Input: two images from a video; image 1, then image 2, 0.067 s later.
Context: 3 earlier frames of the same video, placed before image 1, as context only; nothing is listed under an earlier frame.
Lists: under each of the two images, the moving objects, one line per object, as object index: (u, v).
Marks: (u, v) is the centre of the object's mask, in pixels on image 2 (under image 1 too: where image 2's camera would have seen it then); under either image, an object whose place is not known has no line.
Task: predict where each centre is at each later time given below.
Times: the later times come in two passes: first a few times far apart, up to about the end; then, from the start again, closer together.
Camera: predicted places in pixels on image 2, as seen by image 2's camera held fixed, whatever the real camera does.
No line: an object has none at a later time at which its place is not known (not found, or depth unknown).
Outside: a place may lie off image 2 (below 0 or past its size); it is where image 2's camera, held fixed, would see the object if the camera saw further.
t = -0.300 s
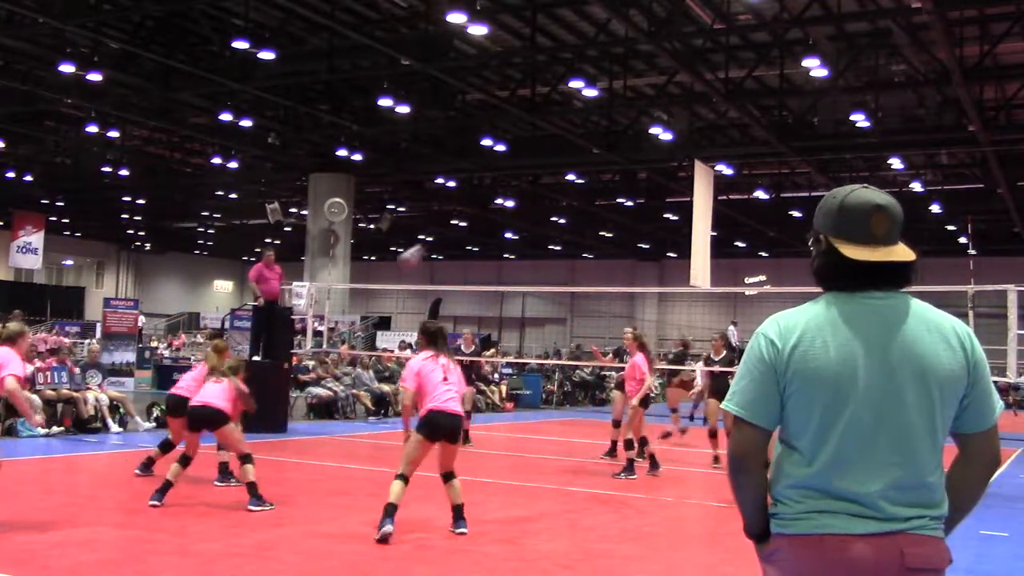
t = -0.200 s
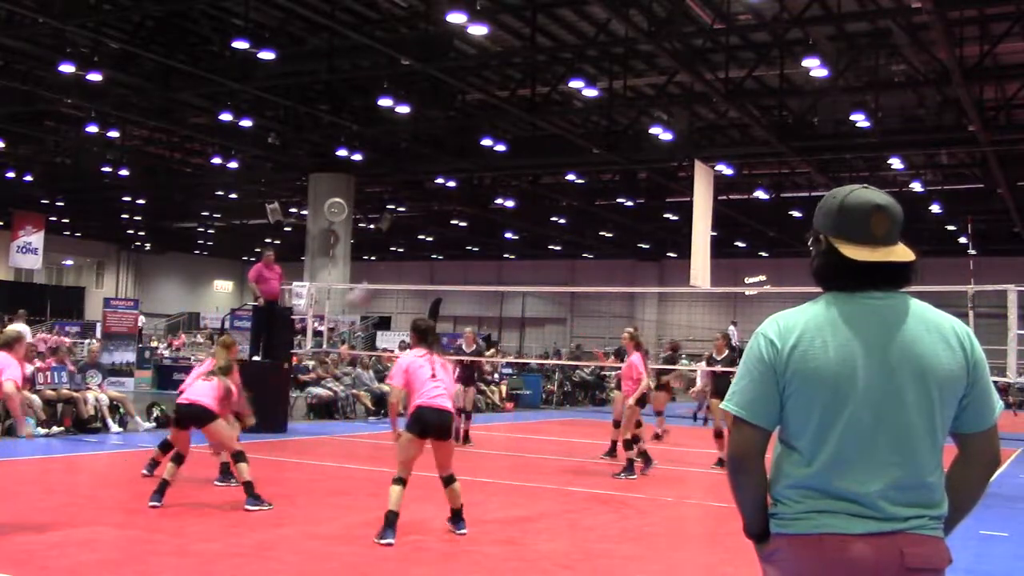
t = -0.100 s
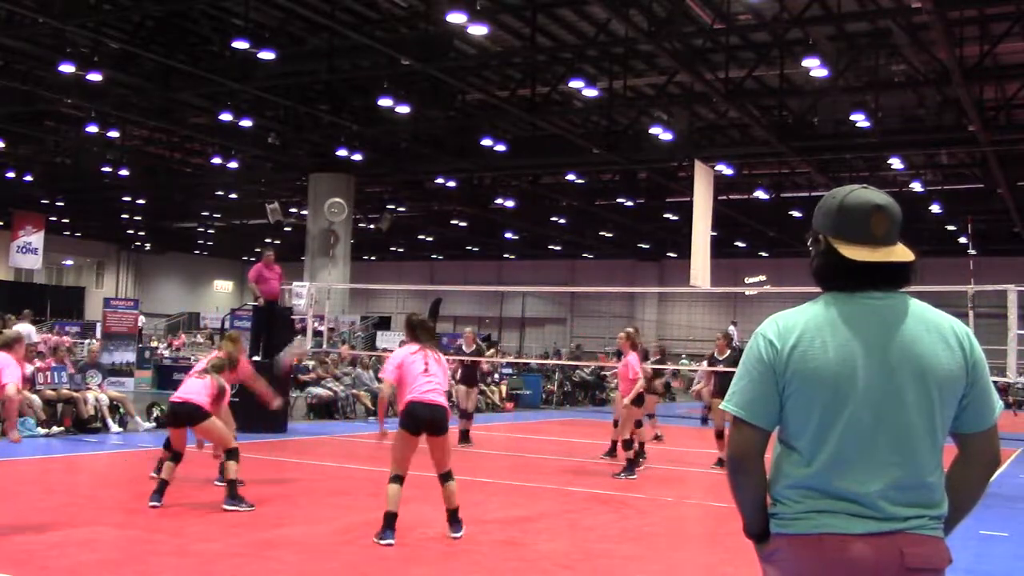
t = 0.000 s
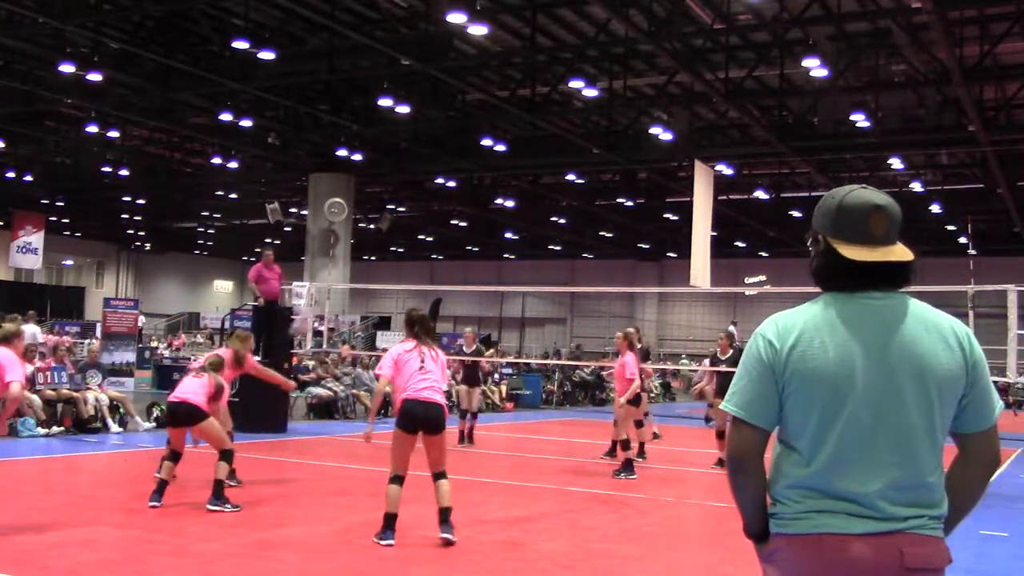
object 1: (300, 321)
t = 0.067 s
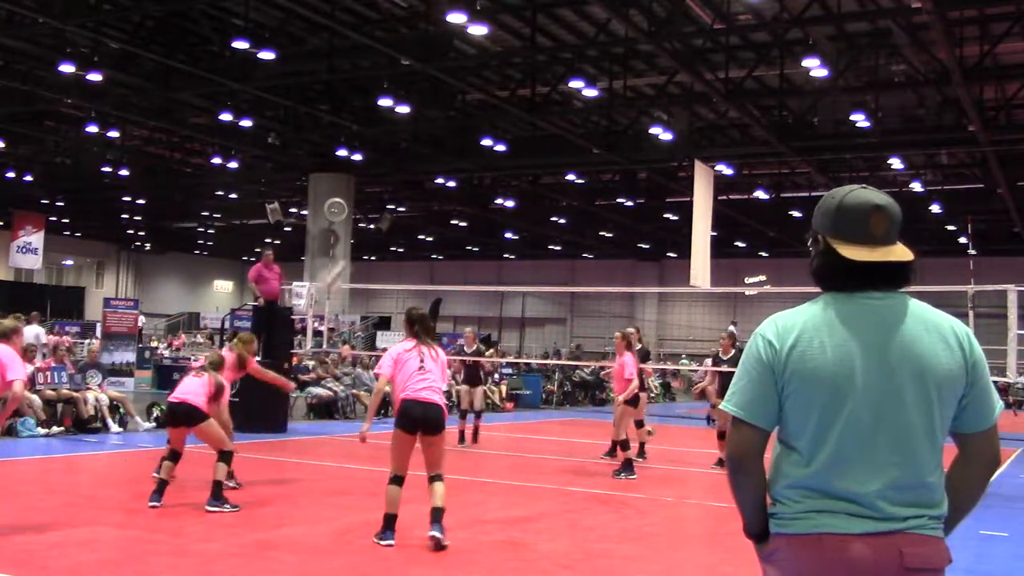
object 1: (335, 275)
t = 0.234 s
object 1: (412, 185)
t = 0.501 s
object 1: (518, 102)
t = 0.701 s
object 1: (590, 82)
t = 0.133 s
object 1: (370, 235)
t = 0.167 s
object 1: (384, 218)
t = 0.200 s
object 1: (400, 198)
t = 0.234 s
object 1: (412, 185)
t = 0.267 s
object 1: (427, 170)
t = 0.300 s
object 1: (441, 156)
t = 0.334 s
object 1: (454, 146)
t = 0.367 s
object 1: (467, 135)
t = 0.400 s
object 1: (480, 124)
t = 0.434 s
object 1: (493, 116)
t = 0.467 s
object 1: (506, 108)
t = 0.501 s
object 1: (518, 102)
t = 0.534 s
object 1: (530, 96)
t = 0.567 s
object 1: (542, 92)
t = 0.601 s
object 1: (554, 89)
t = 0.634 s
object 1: (562, 88)
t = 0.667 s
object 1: (575, 85)
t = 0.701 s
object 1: (590, 82)
